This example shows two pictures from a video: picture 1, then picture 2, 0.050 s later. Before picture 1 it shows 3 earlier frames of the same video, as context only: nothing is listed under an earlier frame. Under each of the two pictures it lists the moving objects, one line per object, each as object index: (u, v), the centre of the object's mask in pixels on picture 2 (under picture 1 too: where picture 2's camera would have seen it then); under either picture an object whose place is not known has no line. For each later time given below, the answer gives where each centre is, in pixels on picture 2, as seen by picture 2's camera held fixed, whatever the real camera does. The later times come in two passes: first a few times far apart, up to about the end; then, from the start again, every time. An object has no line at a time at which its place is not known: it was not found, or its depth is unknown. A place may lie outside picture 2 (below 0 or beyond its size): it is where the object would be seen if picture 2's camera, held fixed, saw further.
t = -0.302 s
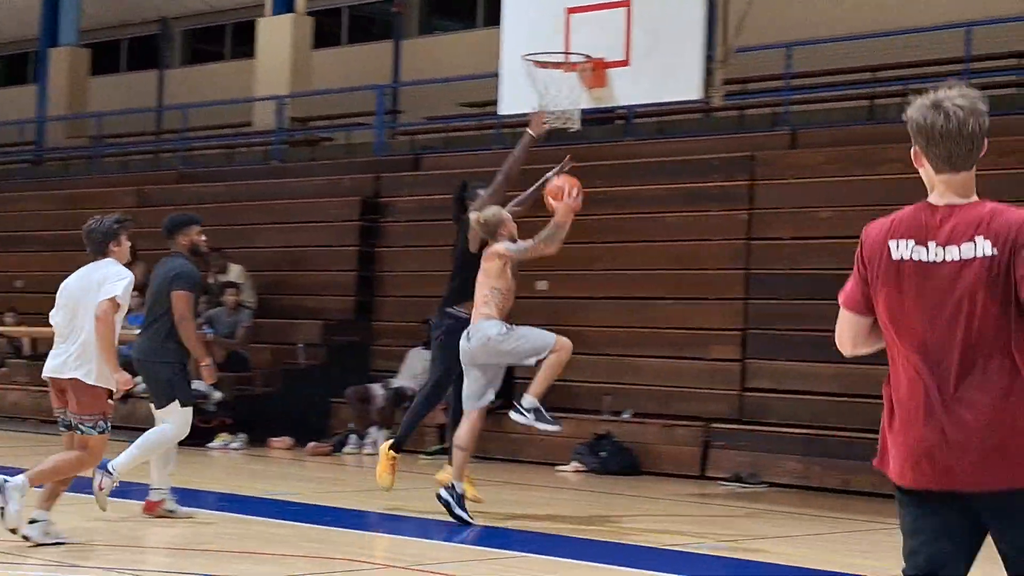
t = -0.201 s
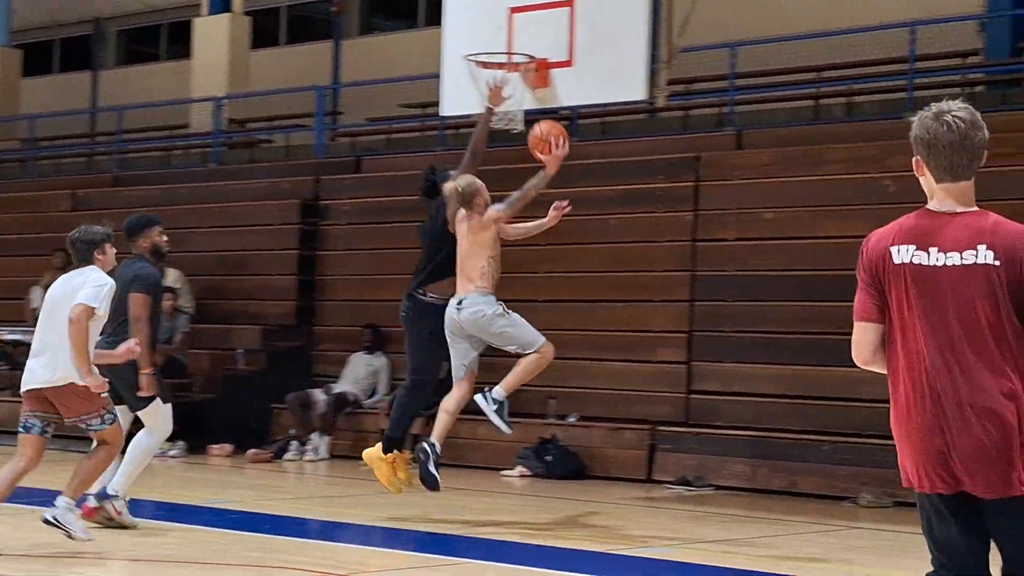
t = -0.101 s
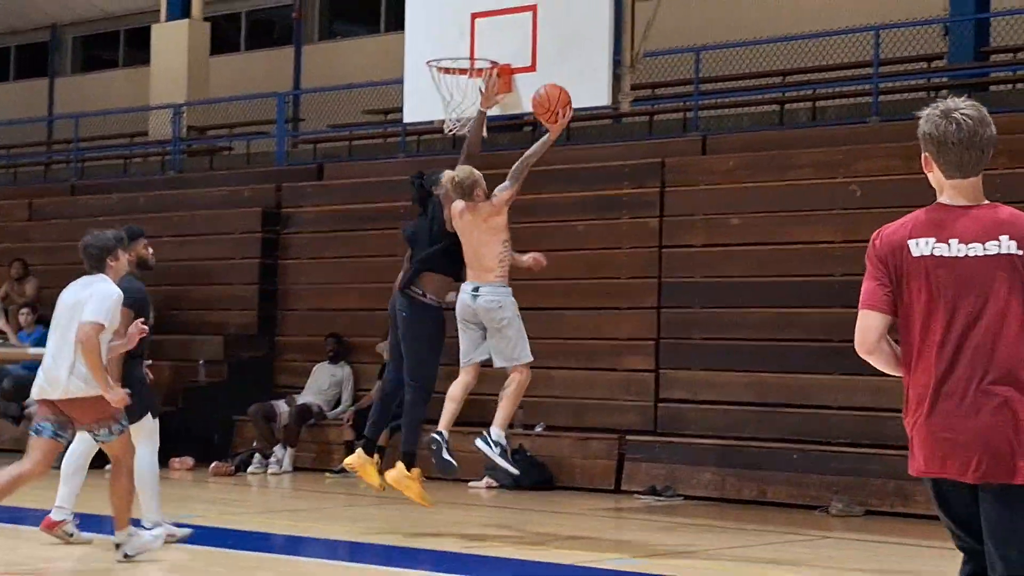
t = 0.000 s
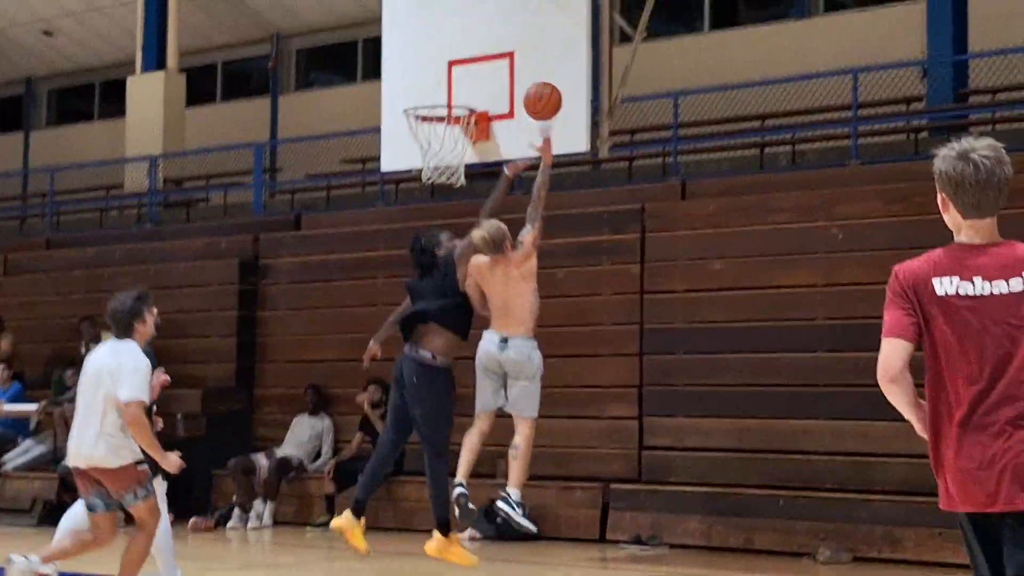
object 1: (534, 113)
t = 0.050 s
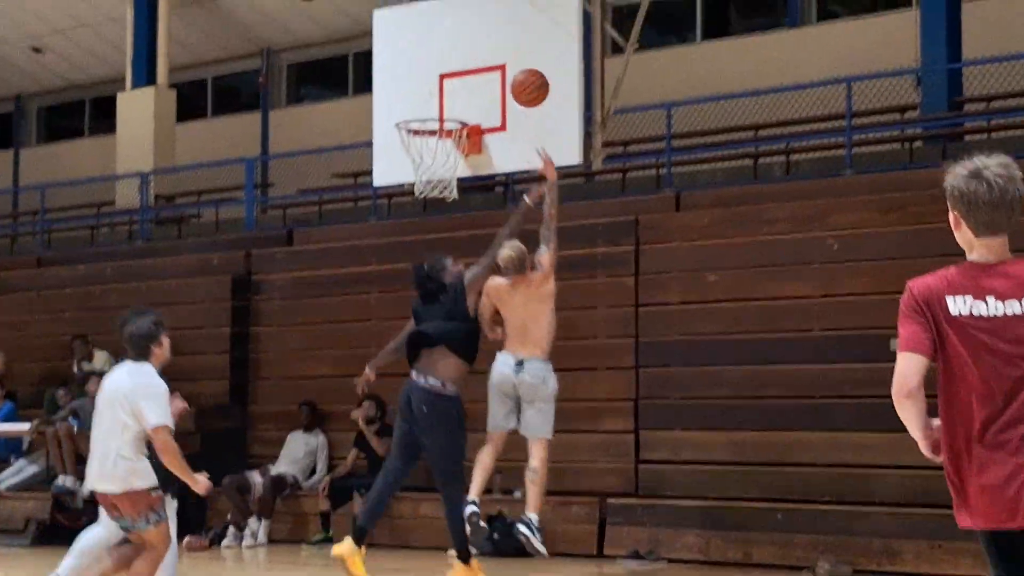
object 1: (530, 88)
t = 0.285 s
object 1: (507, 26)
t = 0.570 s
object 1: (472, 54)
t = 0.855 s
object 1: (411, 158)
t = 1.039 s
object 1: (421, 223)
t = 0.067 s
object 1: (528, 80)
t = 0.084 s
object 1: (526, 73)
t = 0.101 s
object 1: (524, 67)
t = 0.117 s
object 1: (523, 61)
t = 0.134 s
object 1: (521, 55)
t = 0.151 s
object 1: (520, 50)
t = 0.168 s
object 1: (518, 45)
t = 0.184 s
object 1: (516, 41)
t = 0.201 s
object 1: (515, 37)
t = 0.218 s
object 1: (513, 34)
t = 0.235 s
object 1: (512, 32)
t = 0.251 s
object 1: (510, 29)
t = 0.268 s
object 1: (509, 27)
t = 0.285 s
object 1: (507, 26)
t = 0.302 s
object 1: (505, 25)
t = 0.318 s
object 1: (504, 24)
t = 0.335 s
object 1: (503, 24)
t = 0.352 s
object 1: (501, 25)
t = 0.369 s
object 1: (500, 26)
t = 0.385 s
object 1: (498, 27)
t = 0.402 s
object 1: (497, 28)
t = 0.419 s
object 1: (495, 30)
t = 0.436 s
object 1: (494, 32)
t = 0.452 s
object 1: (493, 35)
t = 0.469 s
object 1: (491, 38)
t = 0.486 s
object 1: (490, 42)
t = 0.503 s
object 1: (489, 45)
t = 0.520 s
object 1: (485, 47)
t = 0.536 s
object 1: (481, 49)
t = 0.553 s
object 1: (477, 51)
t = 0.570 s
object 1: (472, 54)
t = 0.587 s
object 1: (468, 57)
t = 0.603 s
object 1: (464, 60)
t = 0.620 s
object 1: (459, 65)
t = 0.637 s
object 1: (455, 69)
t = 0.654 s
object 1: (451, 74)
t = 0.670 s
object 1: (447, 79)
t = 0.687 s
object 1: (443, 85)
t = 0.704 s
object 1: (439, 91)
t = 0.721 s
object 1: (435, 97)
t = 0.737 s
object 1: (430, 104)
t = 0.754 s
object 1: (426, 111)
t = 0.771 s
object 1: (420, 112)
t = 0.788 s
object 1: (417, 127)
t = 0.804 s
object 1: (413, 136)
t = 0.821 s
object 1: (412, 144)
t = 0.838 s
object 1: (411, 151)
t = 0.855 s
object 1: (411, 158)
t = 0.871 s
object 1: (411, 164)
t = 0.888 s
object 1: (411, 170)
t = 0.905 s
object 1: (413, 174)
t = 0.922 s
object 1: (414, 178)
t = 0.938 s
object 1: (417, 187)
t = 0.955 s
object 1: (416, 190)
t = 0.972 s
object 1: (417, 196)
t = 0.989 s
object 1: (418, 201)
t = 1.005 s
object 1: (419, 208)
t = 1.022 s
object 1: (420, 215)
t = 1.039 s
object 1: (421, 223)
